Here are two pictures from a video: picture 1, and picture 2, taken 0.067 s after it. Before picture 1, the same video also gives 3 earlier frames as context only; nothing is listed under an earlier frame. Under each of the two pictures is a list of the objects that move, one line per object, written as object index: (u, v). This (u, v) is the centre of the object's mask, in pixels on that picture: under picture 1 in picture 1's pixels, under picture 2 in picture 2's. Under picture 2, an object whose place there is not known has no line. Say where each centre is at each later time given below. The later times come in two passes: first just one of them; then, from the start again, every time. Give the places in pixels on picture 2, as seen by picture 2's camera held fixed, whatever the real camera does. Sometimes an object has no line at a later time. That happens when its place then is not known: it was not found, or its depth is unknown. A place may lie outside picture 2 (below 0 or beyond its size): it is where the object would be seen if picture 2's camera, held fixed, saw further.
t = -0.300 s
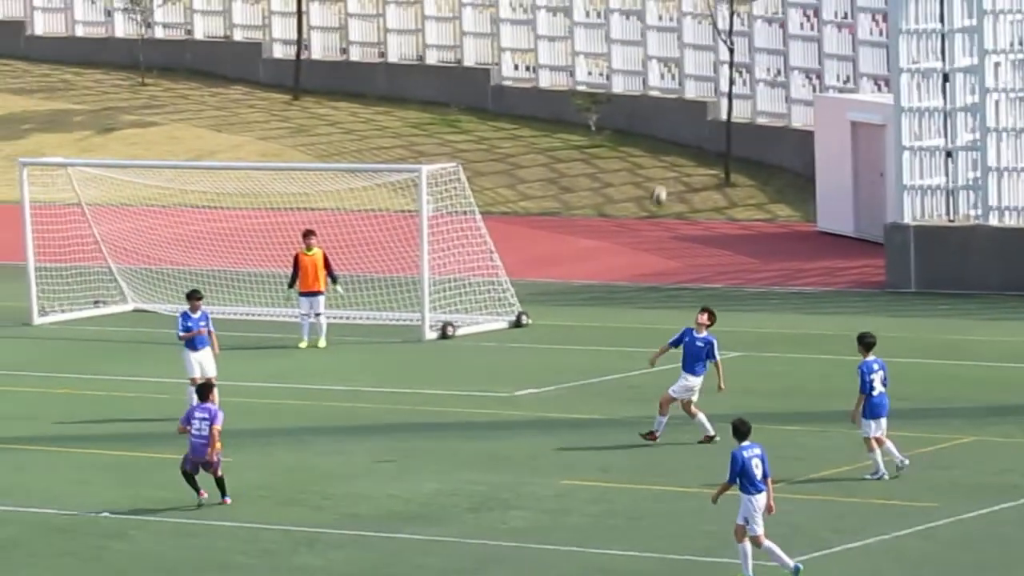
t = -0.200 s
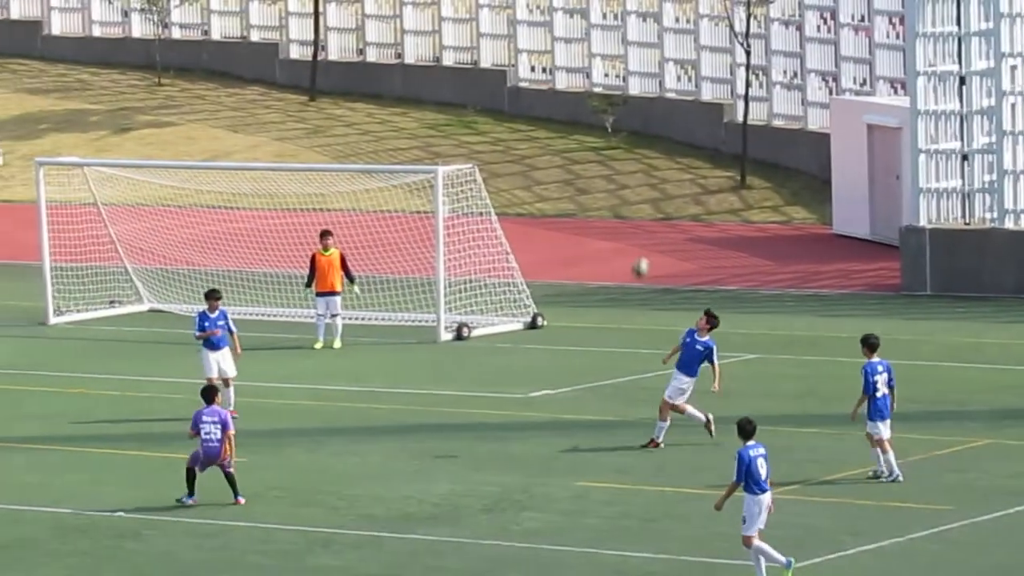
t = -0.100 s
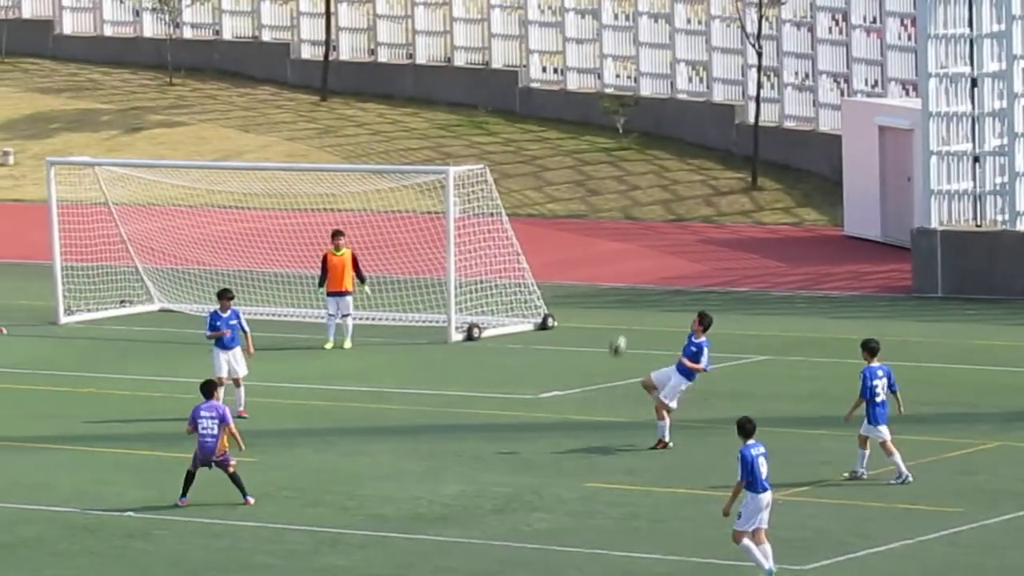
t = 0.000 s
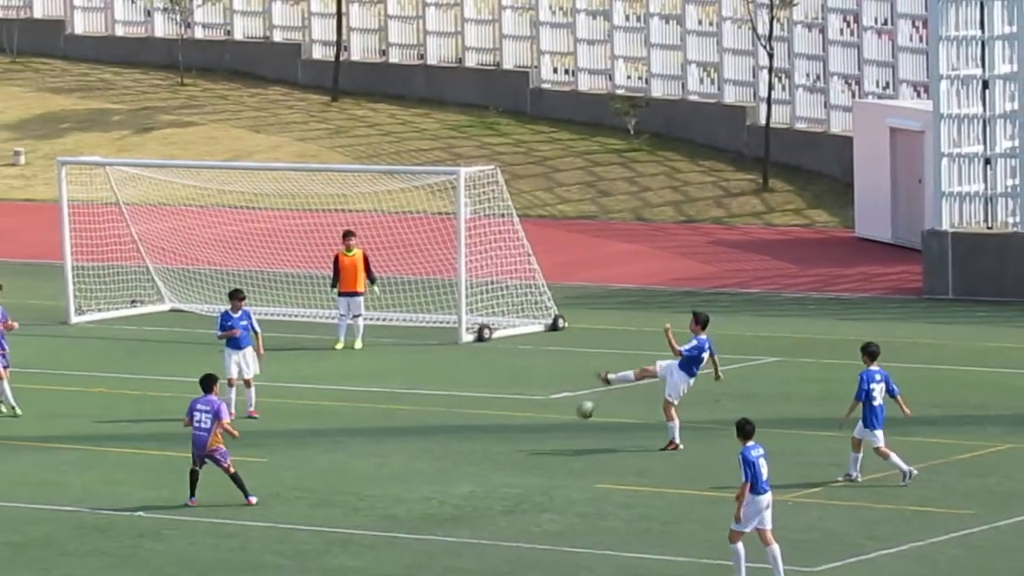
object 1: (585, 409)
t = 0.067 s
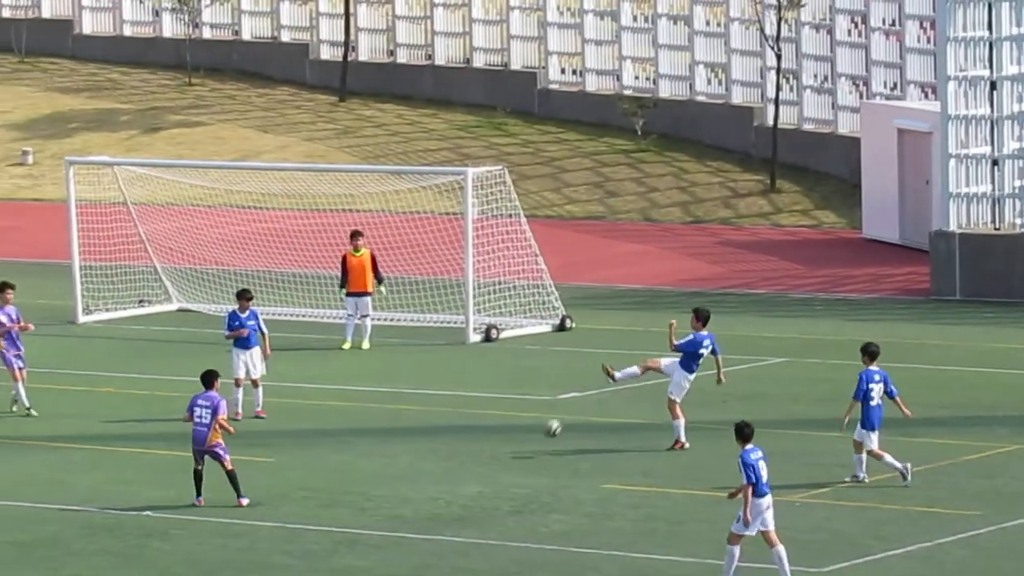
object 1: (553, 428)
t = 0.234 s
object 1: (461, 439)
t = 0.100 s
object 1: (530, 439)
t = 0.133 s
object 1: (509, 451)
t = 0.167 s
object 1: (493, 450)
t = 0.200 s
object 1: (477, 444)
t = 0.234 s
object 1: (461, 439)
